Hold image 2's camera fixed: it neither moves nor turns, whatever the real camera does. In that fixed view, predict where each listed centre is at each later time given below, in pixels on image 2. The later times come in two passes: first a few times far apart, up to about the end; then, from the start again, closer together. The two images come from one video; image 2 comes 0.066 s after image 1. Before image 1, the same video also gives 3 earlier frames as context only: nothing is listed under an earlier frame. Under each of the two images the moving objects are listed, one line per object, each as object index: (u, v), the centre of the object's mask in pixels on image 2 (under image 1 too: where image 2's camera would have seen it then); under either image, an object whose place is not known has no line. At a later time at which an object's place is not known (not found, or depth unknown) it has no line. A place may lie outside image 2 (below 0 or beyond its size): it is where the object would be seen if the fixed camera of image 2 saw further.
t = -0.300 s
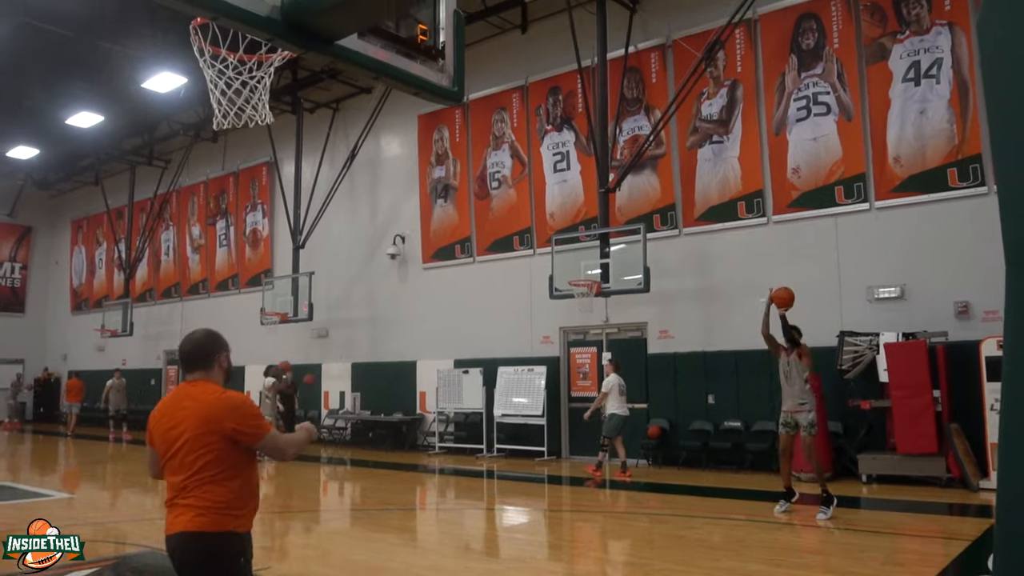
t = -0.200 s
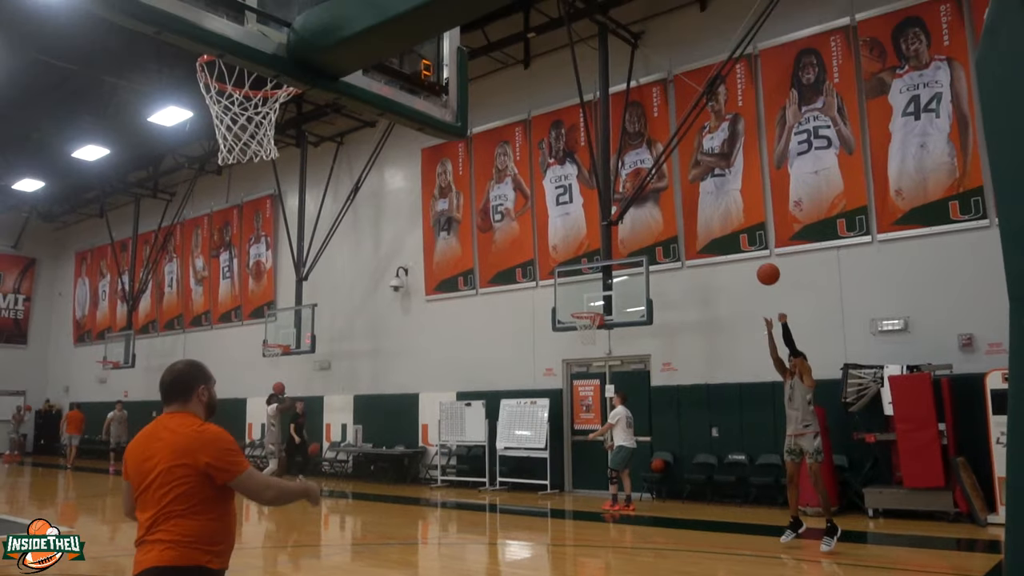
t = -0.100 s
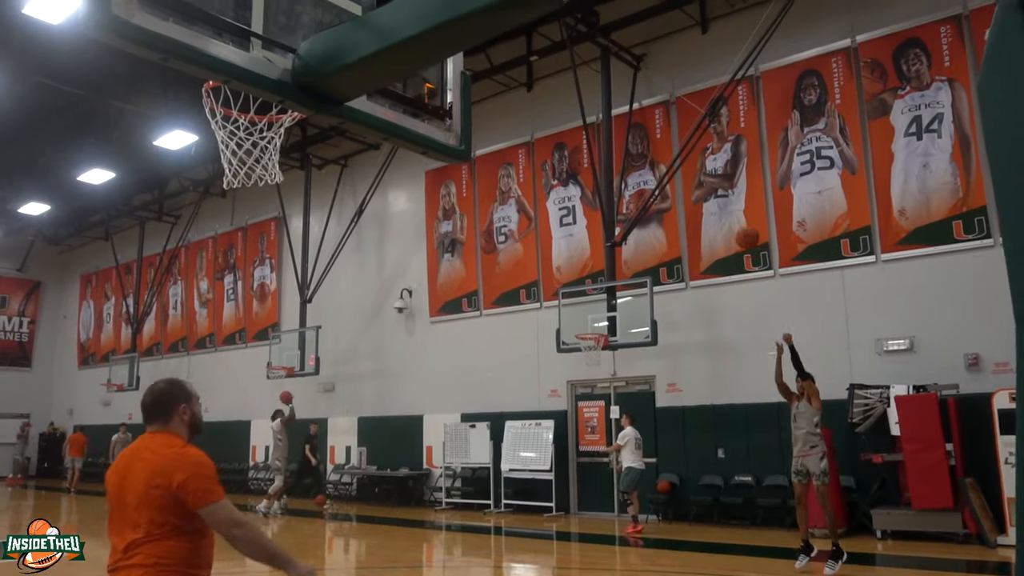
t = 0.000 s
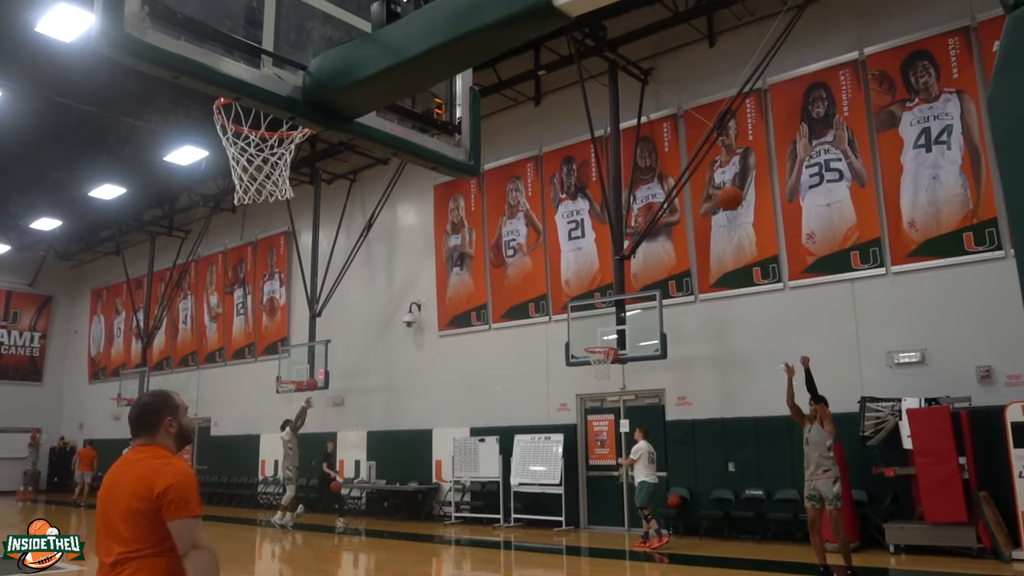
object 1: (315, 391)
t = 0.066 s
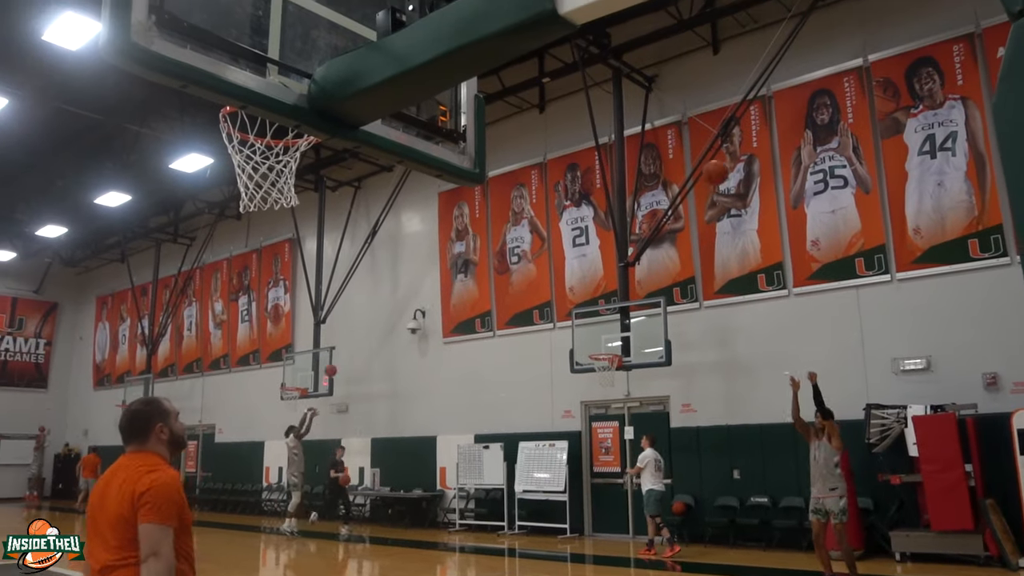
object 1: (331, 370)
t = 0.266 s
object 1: (377, 321)
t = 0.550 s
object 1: (445, 285)
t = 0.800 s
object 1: (506, 281)
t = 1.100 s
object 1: (592, 329)
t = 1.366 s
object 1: (594, 316)
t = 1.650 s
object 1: (567, 301)
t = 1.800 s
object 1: (550, 310)
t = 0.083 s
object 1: (335, 366)
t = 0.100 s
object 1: (338, 361)
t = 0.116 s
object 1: (342, 356)
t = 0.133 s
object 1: (346, 352)
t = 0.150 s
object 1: (350, 348)
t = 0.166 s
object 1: (353, 344)
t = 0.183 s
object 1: (357, 340)
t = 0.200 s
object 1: (361, 336)
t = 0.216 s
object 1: (365, 332)
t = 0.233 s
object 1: (369, 328)
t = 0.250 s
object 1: (373, 325)
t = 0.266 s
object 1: (377, 321)
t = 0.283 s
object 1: (381, 318)
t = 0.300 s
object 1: (385, 315)
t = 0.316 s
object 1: (389, 312)
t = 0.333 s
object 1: (393, 309)
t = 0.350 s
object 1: (397, 306)
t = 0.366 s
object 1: (401, 303)
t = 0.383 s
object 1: (404, 301)
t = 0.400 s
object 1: (408, 299)
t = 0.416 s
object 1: (412, 297)
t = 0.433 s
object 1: (416, 294)
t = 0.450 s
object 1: (420, 292)
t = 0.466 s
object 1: (425, 291)
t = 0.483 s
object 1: (429, 289)
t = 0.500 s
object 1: (433, 288)
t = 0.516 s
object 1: (437, 286)
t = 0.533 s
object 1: (440, 285)
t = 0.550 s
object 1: (445, 285)
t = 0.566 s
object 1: (449, 284)
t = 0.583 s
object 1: (453, 283)
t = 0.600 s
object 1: (457, 281)
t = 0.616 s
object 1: (461, 280)
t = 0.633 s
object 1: (466, 280)
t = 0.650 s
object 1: (469, 279)
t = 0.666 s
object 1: (474, 279)
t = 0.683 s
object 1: (478, 279)
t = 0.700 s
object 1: (483, 279)
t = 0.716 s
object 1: (487, 280)
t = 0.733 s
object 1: (491, 280)
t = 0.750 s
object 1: (495, 281)
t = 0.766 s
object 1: (500, 280)
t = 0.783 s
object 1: (505, 281)
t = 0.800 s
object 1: (506, 281)
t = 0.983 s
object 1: (558, 304)
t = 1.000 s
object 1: (562, 307)
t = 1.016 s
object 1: (568, 311)
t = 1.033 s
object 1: (573, 314)
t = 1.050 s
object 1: (577, 318)
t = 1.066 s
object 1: (582, 320)
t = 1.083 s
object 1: (587, 325)
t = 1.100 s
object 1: (592, 329)
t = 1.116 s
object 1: (597, 333)
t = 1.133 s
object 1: (602, 338)
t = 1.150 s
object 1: (604, 340)
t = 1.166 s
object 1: (609, 345)
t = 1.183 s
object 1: (614, 349)
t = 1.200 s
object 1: (613, 347)
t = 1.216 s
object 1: (611, 343)
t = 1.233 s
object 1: (609, 339)
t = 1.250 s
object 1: (607, 335)
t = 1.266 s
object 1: (605, 332)
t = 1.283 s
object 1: (603, 328)
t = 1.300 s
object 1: (601, 326)
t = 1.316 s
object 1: (599, 322)
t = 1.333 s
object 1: (597, 320)
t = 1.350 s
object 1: (596, 317)
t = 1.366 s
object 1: (594, 316)
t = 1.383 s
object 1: (592, 313)
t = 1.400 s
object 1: (590, 311)
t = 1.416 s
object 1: (588, 309)
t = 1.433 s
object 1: (586, 307)
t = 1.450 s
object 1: (585, 306)
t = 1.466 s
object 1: (584, 306)
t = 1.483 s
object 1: (584, 305)
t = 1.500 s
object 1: (581, 304)
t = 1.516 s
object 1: (578, 302)
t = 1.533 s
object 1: (578, 301)
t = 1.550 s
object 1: (575, 301)
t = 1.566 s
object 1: (574, 300)
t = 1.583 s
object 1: (573, 300)
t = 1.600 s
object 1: (572, 300)
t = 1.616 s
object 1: (568, 300)
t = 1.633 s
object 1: (567, 300)
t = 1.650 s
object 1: (567, 301)
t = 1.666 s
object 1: (564, 300)
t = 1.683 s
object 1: (564, 302)
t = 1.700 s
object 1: (562, 301)
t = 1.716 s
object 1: (560, 303)
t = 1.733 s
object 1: (559, 304)
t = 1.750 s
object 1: (557, 304)
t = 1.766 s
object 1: (555, 306)
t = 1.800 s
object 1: (550, 310)
